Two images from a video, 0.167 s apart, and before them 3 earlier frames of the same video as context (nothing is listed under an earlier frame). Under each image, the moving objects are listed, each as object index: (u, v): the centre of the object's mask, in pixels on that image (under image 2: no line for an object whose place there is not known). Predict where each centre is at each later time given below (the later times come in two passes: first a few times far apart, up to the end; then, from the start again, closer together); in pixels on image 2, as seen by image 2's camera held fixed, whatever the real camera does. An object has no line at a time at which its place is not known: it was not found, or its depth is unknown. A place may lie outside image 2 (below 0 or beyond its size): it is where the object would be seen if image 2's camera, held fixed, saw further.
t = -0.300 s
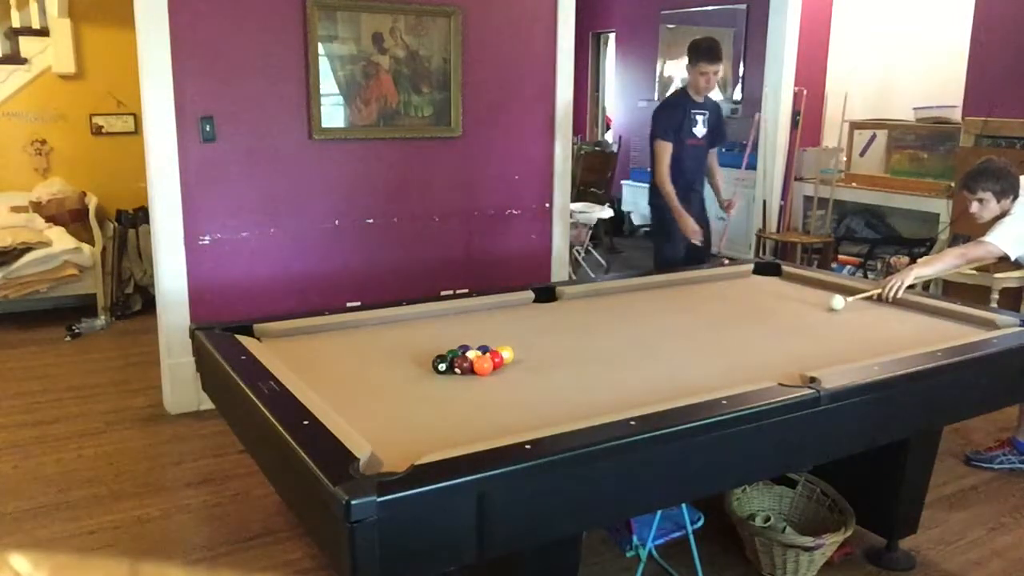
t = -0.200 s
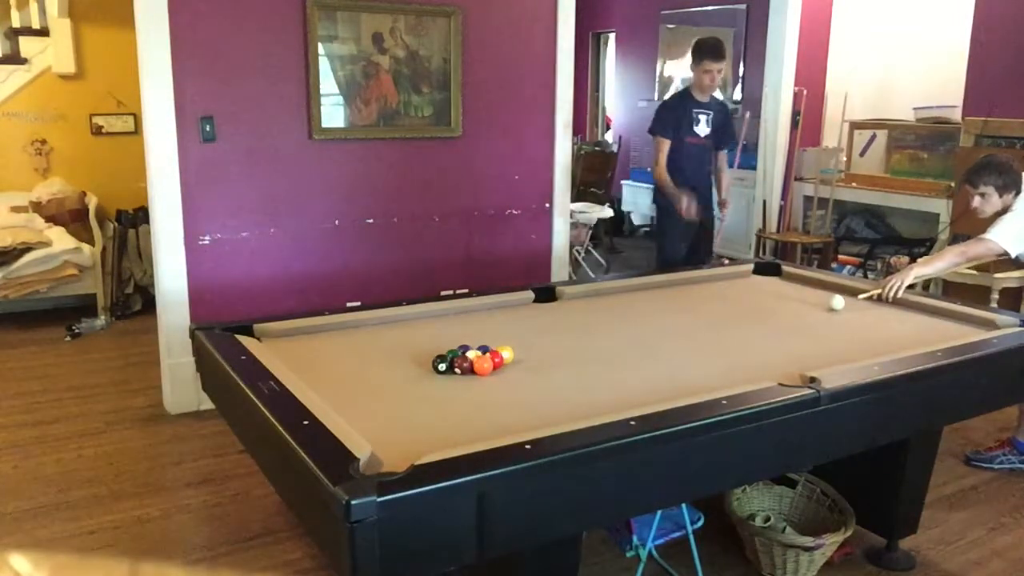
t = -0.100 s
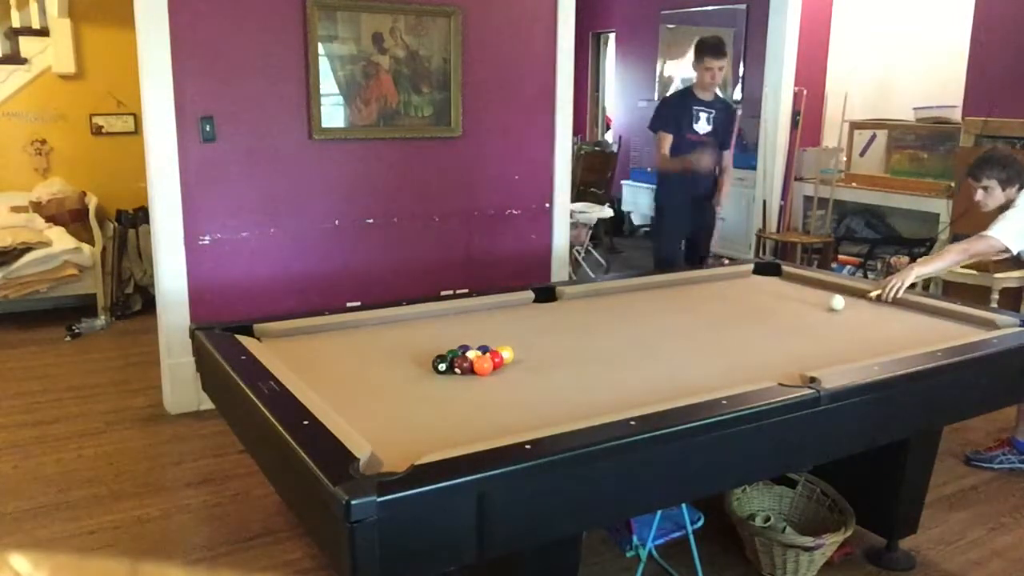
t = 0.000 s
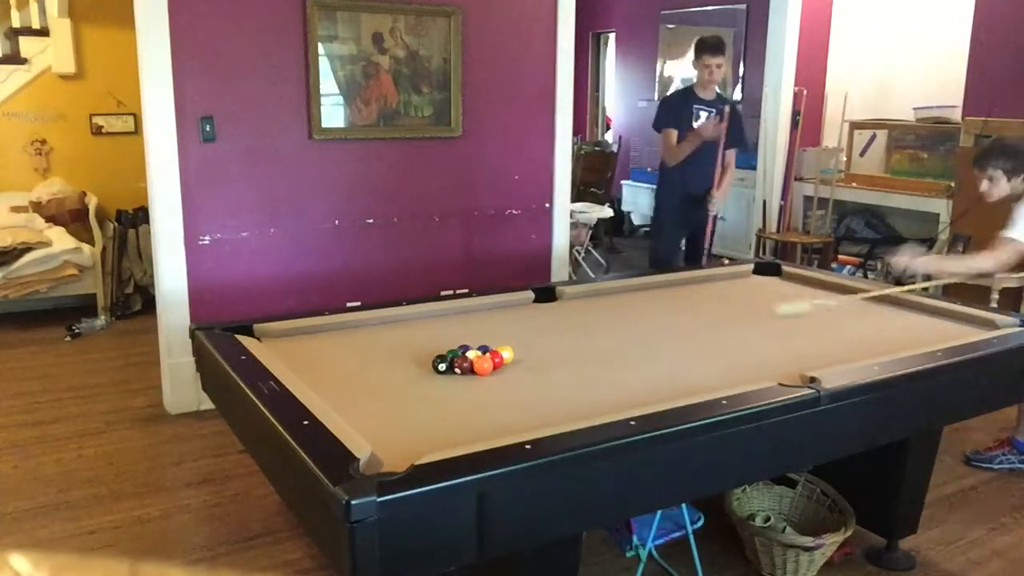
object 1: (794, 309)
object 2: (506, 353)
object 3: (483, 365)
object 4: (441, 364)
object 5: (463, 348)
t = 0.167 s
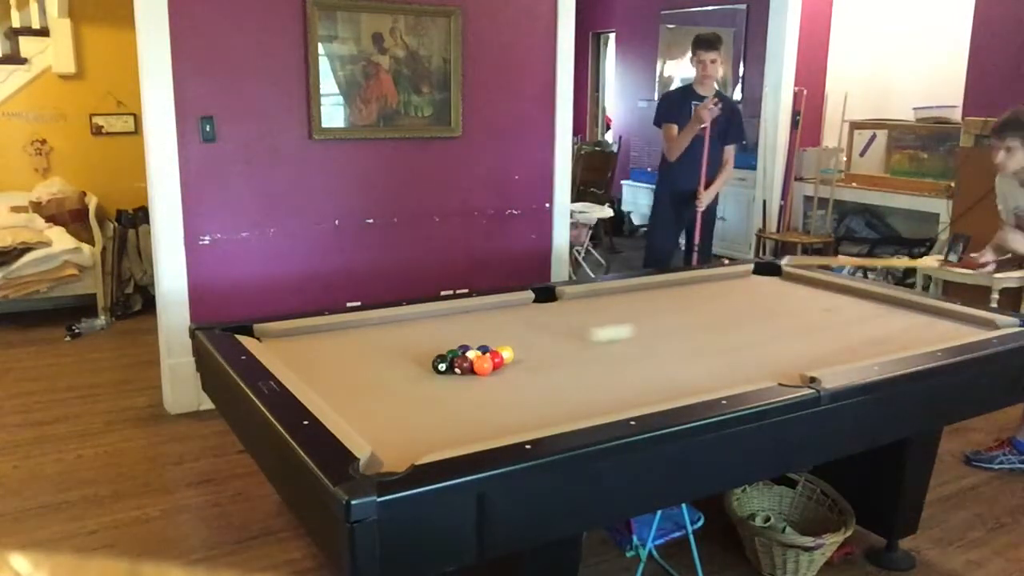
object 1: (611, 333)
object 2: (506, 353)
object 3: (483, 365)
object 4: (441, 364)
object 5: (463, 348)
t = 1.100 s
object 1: (348, 328)
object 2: (609, 359)
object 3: (509, 384)
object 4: (341, 349)
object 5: (369, 336)
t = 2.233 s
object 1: (502, 319)
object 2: (703, 363)
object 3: (531, 393)
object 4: (434, 322)
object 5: (309, 331)
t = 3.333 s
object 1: (598, 317)
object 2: (722, 362)
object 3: (531, 393)
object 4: (474, 311)
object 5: (305, 333)
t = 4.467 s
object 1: (644, 318)
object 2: (722, 362)
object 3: (531, 393)
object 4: (480, 309)
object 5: (305, 333)
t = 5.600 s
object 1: (647, 318)
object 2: (722, 362)
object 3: (530, 393)
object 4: (480, 309)
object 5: (304, 333)
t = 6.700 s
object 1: (647, 318)
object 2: (722, 362)
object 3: (530, 393)
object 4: (479, 309)
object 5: (304, 333)
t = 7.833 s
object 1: (647, 318)
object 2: (722, 362)
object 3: (530, 393)
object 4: (479, 309)
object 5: (304, 333)
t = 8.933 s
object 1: (647, 318)
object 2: (722, 362)
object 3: (530, 393)
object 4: (479, 309)
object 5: (304, 333)
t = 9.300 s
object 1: (647, 318)
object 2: (722, 362)
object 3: (530, 393)
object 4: (480, 309)
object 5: (304, 333)
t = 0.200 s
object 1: (573, 339)
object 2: (506, 353)
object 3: (483, 365)
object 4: (441, 364)
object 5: (463, 348)
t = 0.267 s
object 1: (505, 346)
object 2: (505, 353)
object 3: (483, 365)
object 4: (441, 364)
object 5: (463, 349)
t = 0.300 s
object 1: (473, 342)
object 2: (509, 354)
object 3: (483, 366)
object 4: (428, 364)
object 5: (460, 348)
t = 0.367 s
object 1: (432, 339)
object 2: (520, 355)
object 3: (486, 368)
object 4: (402, 364)
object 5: (450, 349)
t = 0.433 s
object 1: (392, 336)
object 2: (527, 355)
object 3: (489, 370)
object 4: (380, 364)
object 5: (441, 349)
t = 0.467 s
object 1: (371, 335)
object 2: (533, 356)
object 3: (490, 371)
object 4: (369, 364)
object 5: (438, 349)
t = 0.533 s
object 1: (329, 332)
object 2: (541, 356)
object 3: (492, 372)
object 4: (346, 364)
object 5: (429, 347)
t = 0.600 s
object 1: (290, 331)
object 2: (550, 357)
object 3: (494, 373)
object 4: (325, 365)
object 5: (421, 347)
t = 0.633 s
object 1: (274, 335)
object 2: (554, 357)
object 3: (495, 374)
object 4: (314, 364)
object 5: (417, 345)
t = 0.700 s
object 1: (271, 336)
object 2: (563, 357)
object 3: (497, 375)
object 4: (293, 363)
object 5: (410, 344)
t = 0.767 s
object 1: (289, 331)
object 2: (571, 357)
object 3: (500, 377)
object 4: (300, 362)
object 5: (403, 343)
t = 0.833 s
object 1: (301, 330)
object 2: (578, 358)
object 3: (502, 378)
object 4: (309, 359)
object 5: (395, 342)
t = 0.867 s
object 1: (308, 330)
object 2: (583, 358)
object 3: (503, 379)
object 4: (314, 357)
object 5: (392, 341)
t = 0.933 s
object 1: (320, 329)
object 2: (591, 358)
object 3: (504, 380)
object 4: (322, 355)
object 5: (385, 340)
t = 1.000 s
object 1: (331, 329)
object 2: (598, 358)
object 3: (505, 381)
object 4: (330, 352)
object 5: (378, 338)
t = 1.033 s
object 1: (337, 329)
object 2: (602, 358)
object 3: (506, 381)
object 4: (334, 351)
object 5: (375, 338)
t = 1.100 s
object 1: (348, 328)
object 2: (609, 359)
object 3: (509, 384)
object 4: (341, 349)
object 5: (369, 336)
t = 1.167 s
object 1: (358, 325)
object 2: (616, 359)
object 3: (511, 385)
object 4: (348, 347)
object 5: (363, 336)
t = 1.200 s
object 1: (367, 325)
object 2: (620, 359)
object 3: (512, 386)
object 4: (351, 346)
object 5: (360, 335)
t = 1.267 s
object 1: (376, 326)
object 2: (627, 359)
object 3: (515, 387)
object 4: (359, 343)
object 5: (353, 332)
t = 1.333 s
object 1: (386, 325)
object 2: (634, 360)
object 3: (517, 388)
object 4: (365, 341)
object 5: (348, 333)
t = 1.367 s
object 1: (392, 324)
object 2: (637, 360)
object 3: (518, 390)
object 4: (369, 340)
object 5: (346, 332)
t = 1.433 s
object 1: (402, 324)
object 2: (644, 360)
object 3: (521, 390)
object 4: (375, 338)
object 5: (341, 332)
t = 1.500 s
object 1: (411, 324)
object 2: (650, 361)
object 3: (521, 390)
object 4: (381, 337)
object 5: (336, 331)
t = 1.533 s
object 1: (416, 324)
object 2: (653, 361)
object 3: (522, 391)
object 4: (384, 336)
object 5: (333, 331)
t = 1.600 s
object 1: (425, 323)
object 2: (659, 361)
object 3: (524, 392)
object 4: (390, 334)
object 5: (328, 330)
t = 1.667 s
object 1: (434, 322)
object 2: (665, 361)
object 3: (526, 392)
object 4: (395, 332)
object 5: (323, 329)
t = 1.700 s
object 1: (438, 322)
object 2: (667, 361)
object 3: (526, 392)
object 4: (397, 332)
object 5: (321, 329)
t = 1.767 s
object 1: (447, 321)
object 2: (672, 361)
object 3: (527, 392)
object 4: (403, 330)
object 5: (316, 328)
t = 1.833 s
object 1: (455, 321)
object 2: (677, 361)
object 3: (529, 393)
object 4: (408, 329)
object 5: (314, 328)
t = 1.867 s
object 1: (459, 321)
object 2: (680, 361)
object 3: (529, 393)
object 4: (410, 328)
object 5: (313, 329)
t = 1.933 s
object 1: (467, 320)
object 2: (686, 362)
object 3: (530, 393)
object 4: (415, 327)
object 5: (312, 329)
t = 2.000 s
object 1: (475, 320)
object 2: (690, 362)
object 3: (530, 393)
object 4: (419, 326)
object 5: (312, 330)
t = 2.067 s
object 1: (483, 319)
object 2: (693, 362)
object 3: (531, 393)
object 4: (424, 325)
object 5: (311, 330)
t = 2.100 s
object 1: (487, 319)
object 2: (695, 362)
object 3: (531, 393)
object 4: (426, 324)
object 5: (311, 330)
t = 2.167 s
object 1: (494, 319)
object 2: (699, 362)
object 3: (531, 393)
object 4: (430, 323)
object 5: (310, 331)
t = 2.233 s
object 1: (502, 319)
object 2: (703, 363)
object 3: (531, 393)
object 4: (434, 322)
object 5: (309, 331)
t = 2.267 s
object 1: (505, 319)
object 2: (705, 362)
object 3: (531, 393)
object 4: (436, 322)
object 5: (309, 332)
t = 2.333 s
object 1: (512, 318)
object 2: (707, 362)
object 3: (530, 393)
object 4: (439, 321)
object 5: (309, 331)
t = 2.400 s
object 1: (519, 318)
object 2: (711, 362)
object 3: (530, 393)
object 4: (443, 319)
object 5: (308, 332)
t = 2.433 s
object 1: (523, 318)
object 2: (712, 362)
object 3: (530, 393)
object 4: (444, 319)
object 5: (308, 332)
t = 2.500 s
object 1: (529, 318)
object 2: (714, 362)
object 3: (530, 393)
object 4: (447, 318)
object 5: (307, 332)
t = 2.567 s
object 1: (536, 318)
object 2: (716, 362)
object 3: (531, 393)
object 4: (450, 317)
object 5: (307, 332)
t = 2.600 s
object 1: (539, 318)
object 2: (717, 362)
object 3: (530, 393)
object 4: (451, 317)
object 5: (307, 332)
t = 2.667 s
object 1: (545, 318)
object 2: (719, 362)
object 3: (531, 393)
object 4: (454, 316)
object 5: (306, 333)
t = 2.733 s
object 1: (552, 317)
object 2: (720, 362)
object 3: (531, 393)
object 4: (457, 316)
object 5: (306, 333)
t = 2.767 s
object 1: (555, 318)
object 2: (720, 362)
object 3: (531, 393)
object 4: (458, 315)
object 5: (306, 333)
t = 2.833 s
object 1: (560, 318)
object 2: (721, 362)
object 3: (531, 393)
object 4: (460, 315)
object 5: (305, 333)
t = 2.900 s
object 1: (566, 317)
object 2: (722, 362)
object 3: (531, 393)
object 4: (463, 314)
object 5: (305, 333)
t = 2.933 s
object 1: (569, 318)
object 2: (722, 362)
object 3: (531, 393)
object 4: (464, 314)
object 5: (305, 333)
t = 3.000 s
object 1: (574, 317)
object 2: (722, 362)
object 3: (531, 393)
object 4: (466, 313)
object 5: (304, 333)
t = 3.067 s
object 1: (580, 317)
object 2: (722, 362)
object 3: (531, 393)
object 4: (468, 313)
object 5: (305, 333)
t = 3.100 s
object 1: (582, 317)
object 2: (722, 362)
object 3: (531, 393)
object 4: (469, 313)
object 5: (305, 333)
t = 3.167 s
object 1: (587, 317)
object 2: (722, 362)
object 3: (531, 393)
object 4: (471, 312)
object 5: (305, 333)
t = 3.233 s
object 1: (592, 317)
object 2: (722, 362)
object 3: (531, 393)
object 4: (472, 312)
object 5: (305, 333)
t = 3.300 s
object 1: (596, 317)
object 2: (722, 362)
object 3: (531, 393)
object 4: (473, 312)
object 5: (305, 333)
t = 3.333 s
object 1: (598, 317)
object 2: (722, 362)
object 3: (531, 393)
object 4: (474, 311)
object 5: (305, 333)
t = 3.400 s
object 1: (603, 317)
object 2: (722, 362)
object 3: (530, 393)
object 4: (475, 311)
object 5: (305, 333)
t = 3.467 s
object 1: (607, 317)
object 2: (722, 362)
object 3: (530, 393)
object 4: (476, 310)
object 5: (305, 333)
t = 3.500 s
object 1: (609, 317)
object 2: (722, 362)
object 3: (530, 393)
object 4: (477, 310)
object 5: (305, 333)
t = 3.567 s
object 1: (613, 317)
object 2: (722, 362)
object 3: (530, 393)
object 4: (478, 310)
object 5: (305, 333)
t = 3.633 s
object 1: (616, 317)
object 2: (722, 362)
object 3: (530, 393)
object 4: (479, 310)
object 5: (305, 333)
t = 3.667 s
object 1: (618, 317)
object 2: (722, 362)
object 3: (530, 393)
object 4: (480, 309)
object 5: (305, 333)
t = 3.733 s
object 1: (621, 317)
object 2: (722, 362)
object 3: (530, 393)
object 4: (480, 309)
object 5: (305, 333)
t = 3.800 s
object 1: (624, 317)
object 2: (722, 362)
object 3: (530, 393)
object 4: (481, 309)
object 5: (305, 333)
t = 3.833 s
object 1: (626, 317)
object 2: (722, 362)
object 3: (530, 393)
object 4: (481, 309)
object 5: (305, 333)
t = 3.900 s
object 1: (628, 317)
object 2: (722, 362)
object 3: (531, 393)
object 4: (481, 309)
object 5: (305, 333)
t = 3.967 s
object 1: (631, 318)
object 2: (722, 362)
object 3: (531, 393)
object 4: (481, 309)
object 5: (305, 333)
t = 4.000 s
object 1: (632, 318)
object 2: (722, 362)
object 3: (531, 393)
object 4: (481, 309)
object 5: (305, 333)
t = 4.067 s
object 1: (634, 318)
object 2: (722, 362)
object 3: (531, 393)
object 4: (481, 309)
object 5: (305, 333)
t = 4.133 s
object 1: (637, 318)
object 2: (722, 362)
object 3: (531, 393)
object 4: (480, 309)
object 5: (305, 333)
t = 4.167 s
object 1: (638, 318)
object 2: (722, 362)
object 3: (531, 393)
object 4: (480, 309)
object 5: (305, 333)
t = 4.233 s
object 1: (639, 318)
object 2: (722, 362)
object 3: (531, 393)
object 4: (480, 309)
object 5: (305, 333)
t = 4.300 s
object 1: (641, 318)
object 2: (722, 362)
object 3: (531, 393)
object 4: (480, 309)
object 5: (304, 333)
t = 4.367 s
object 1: (642, 318)
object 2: (722, 362)
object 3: (531, 393)
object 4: (480, 309)
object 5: (305, 333)
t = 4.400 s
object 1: (643, 318)
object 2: (722, 362)
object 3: (531, 393)
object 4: (480, 309)
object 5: (305, 333)
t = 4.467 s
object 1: (644, 318)
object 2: (722, 362)
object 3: (531, 393)
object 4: (480, 309)
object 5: (305, 333)
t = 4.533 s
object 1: (645, 318)
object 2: (722, 362)
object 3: (531, 393)
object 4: (480, 309)
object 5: (305, 333)
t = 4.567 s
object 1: (645, 318)
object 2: (722, 362)
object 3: (531, 393)
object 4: (480, 309)
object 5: (305, 333)
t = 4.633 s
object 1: (646, 318)
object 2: (722, 362)
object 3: (531, 393)
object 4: (480, 309)
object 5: (305, 333)
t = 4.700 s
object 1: (647, 318)
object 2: (722, 362)
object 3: (531, 393)
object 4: (480, 309)
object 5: (305, 333)
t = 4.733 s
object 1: (647, 318)
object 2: (722, 362)
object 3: (531, 393)
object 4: (480, 309)
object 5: (305, 333)
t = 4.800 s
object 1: (647, 318)
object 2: (722, 362)
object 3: (531, 393)
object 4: (480, 309)
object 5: (304, 333)
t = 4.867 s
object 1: (647, 318)
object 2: (722, 362)
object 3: (531, 393)
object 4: (480, 309)
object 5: (304, 333)
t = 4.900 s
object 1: (647, 318)
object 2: (722, 362)
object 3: (531, 393)
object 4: (480, 309)
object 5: (304, 333)
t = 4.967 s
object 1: (647, 318)
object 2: (722, 362)
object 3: (531, 393)
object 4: (480, 309)
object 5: (304, 333)
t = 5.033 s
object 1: (647, 318)
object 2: (722, 362)
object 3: (531, 393)
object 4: (480, 309)
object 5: (304, 333)
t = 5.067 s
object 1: (647, 318)
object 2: (722, 362)
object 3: (531, 393)
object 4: (480, 309)
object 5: (304, 333)
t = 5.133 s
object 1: (647, 318)
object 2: (722, 362)
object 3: (530, 393)
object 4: (480, 309)
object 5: (304, 333)
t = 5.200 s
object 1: (647, 318)
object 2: (722, 362)
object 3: (530, 393)
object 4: (480, 309)
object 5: (304, 333)
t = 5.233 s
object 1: (647, 318)
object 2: (722, 362)
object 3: (530, 393)
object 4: (480, 309)
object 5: (304, 333)
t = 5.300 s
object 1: (647, 318)
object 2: (722, 362)
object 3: (530, 393)
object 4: (480, 309)
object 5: (304, 333)
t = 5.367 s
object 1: (647, 318)
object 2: (722, 362)
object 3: (530, 393)
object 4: (480, 309)
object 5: (304, 333)
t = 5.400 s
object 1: (647, 318)
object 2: (722, 362)
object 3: (530, 393)
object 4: (480, 309)
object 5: (304, 333)
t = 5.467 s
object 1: (647, 318)
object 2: (722, 362)
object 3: (530, 393)
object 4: (480, 309)
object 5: (304, 333)
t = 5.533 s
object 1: (647, 318)
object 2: (722, 362)
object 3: (530, 393)
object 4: (480, 309)
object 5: (304, 333)
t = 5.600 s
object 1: (647, 318)
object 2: (722, 362)
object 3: (530, 393)
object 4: (480, 309)
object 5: (304, 333)
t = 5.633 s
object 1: (647, 318)
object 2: (722, 362)
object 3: (530, 393)
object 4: (480, 309)
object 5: (304, 333)
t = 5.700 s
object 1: (647, 318)
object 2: (722, 362)
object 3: (530, 393)
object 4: (480, 309)
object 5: (304, 333)
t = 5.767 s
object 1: (647, 318)
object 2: (722, 362)
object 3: (530, 393)
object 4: (480, 309)
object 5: (304, 333)
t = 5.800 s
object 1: (647, 318)
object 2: (722, 362)
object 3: (530, 393)
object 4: (480, 309)
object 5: (304, 333)
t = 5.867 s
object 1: (647, 318)
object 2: (722, 362)
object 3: (530, 393)
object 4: (480, 309)
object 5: (304, 333)
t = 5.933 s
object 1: (647, 318)
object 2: (722, 362)
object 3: (530, 393)
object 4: (480, 309)
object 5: (304, 333)
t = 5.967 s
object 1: (647, 318)
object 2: (722, 362)
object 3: (530, 393)
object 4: (480, 309)
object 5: (304, 333)
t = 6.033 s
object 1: (647, 318)
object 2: (722, 362)
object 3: (531, 393)
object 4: (480, 309)
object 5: (305, 333)
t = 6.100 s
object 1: (647, 318)
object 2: (722, 362)
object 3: (531, 393)
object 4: (479, 309)
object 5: (305, 333)
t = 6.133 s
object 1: (647, 318)
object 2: (722, 362)
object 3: (531, 393)
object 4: (479, 309)
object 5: (305, 333)
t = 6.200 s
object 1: (647, 318)
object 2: (722, 362)
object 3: (531, 393)
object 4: (479, 309)
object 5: (304, 333)
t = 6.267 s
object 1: (647, 318)
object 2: (722, 362)
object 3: (531, 393)
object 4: (479, 309)
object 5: (304, 333)
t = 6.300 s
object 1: (647, 318)
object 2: (722, 362)
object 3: (531, 393)
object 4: (479, 309)
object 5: (304, 333)
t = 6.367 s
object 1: (647, 318)
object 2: (722, 362)
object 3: (530, 393)
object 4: (479, 309)
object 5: (304, 333)
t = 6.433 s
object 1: (647, 318)
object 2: (722, 362)
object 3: (530, 393)
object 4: (479, 309)
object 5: (304, 333)
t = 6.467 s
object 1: (647, 318)
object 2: (722, 362)
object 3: (530, 393)
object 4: (479, 309)
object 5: (304, 333)
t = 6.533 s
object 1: (647, 318)
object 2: (722, 362)
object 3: (530, 393)
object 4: (479, 309)
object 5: (304, 333)
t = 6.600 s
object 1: (647, 318)
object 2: (722, 362)
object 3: (530, 393)
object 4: (479, 309)
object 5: (304, 333)
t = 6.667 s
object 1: (647, 318)
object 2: (722, 362)
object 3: (530, 393)
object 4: (479, 309)
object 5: (304, 333)
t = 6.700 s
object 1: (647, 318)
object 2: (722, 362)
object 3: (530, 393)
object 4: (479, 309)
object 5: (304, 333)
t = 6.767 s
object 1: (647, 318)
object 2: (722, 362)
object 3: (530, 393)
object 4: (479, 309)
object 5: (304, 333)
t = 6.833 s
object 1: (647, 318)
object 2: (722, 362)
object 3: (530, 393)
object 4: (479, 309)
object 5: (304, 333)
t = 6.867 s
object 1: (647, 318)
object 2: (722, 362)
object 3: (530, 393)
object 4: (479, 309)
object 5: (304, 333)
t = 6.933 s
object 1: (647, 318)
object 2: (722, 362)
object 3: (530, 393)
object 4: (479, 309)
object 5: (304, 333)
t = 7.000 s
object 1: (647, 318)
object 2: (722, 362)
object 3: (530, 393)
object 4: (479, 309)
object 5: (304, 333)
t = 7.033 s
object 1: (647, 318)
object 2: (722, 362)
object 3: (530, 393)
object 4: (479, 309)
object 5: (304, 333)
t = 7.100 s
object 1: (647, 318)
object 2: (722, 362)
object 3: (530, 393)
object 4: (479, 309)
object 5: (304, 333)
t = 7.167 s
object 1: (647, 318)
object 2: (722, 362)
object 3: (530, 393)
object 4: (479, 309)
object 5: (304, 333)
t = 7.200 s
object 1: (647, 318)
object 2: (722, 362)
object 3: (530, 393)
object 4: (479, 309)
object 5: (304, 333)
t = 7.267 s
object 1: (647, 318)
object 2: (722, 362)
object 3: (530, 393)
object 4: (479, 309)
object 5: (304, 333)
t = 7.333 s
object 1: (647, 318)
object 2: (722, 362)
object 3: (530, 393)
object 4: (479, 309)
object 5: (304, 333)
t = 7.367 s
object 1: (647, 318)
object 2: (722, 362)
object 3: (531, 393)
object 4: (479, 309)
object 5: (304, 333)
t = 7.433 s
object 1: (647, 318)
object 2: (722, 362)
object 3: (531, 393)
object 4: (479, 309)
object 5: (304, 333)
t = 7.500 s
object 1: (647, 318)
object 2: (722, 362)
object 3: (531, 393)
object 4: (479, 309)
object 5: (304, 333)
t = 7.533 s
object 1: (647, 318)
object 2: (722, 362)
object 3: (531, 393)
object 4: (479, 309)
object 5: (304, 333)
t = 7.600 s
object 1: (647, 318)
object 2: (722, 362)
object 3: (530, 393)
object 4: (479, 309)
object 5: (304, 333)
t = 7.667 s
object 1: (647, 318)
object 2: (722, 362)
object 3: (530, 393)
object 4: (479, 309)
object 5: (304, 333)
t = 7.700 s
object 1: (647, 318)
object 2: (722, 362)
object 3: (530, 393)
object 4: (479, 309)
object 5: (304, 333)
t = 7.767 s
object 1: (647, 318)
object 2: (722, 362)
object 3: (530, 393)
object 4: (479, 309)
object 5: (304, 333)
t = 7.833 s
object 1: (647, 318)
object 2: (722, 362)
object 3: (530, 393)
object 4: (479, 309)
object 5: (304, 333)
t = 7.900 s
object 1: (647, 318)
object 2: (722, 362)
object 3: (530, 393)
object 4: (479, 309)
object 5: (304, 333)
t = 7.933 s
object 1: (647, 318)
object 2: (722, 362)
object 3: (530, 393)
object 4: (479, 309)
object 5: (304, 333)
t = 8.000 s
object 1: (647, 318)
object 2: (722, 362)
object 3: (530, 393)
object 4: (479, 309)
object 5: (304, 333)
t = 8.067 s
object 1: (647, 318)
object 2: (722, 362)
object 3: (530, 393)
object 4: (479, 309)
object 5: (304, 333)
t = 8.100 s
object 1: (647, 318)
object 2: (722, 362)
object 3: (530, 393)
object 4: (479, 309)
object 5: (304, 333)
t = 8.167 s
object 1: (647, 318)
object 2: (722, 362)
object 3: (530, 393)
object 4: (479, 309)
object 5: (304, 333)
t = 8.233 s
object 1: (647, 318)
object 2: (722, 362)
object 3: (530, 393)
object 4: (479, 309)
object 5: (304, 333)
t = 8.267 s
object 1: (647, 318)
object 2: (722, 362)
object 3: (530, 393)
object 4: (479, 309)
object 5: (304, 333)
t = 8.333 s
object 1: (647, 318)
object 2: (722, 362)
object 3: (530, 393)
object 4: (479, 309)
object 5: (304, 333)
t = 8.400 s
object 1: (647, 318)
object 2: (722, 362)
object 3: (530, 393)
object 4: (479, 309)
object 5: (304, 333)
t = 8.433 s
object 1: (647, 318)
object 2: (722, 362)
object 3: (530, 393)
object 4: (479, 309)
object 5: (304, 333)
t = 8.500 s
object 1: (647, 318)
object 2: (722, 362)
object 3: (530, 393)
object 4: (479, 309)
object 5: (304, 333)
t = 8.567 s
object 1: (647, 318)
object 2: (722, 362)
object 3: (530, 393)
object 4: (479, 309)
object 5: (304, 333)
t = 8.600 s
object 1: (647, 318)
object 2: (722, 362)
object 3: (530, 393)
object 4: (479, 309)
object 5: (304, 333)
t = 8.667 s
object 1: (647, 318)
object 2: (722, 362)
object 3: (530, 393)
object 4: (479, 309)
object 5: (304, 333)
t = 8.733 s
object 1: (647, 318)
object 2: (722, 362)
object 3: (530, 393)
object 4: (479, 309)
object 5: (304, 333)
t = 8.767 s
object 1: (647, 318)
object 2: (722, 362)
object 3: (530, 393)
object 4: (479, 309)
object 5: (304, 333)
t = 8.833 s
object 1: (647, 318)
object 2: (722, 362)
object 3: (530, 393)
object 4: (479, 309)
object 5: (304, 333)
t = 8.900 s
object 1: (647, 318)
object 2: (722, 362)
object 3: (530, 393)
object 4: (479, 309)
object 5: (304, 333)
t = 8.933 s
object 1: (647, 318)
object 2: (722, 362)
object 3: (530, 393)
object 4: (479, 309)
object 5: (304, 333)
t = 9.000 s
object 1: (647, 318)
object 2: (722, 362)
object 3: (530, 393)
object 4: (479, 309)
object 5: (304, 333)
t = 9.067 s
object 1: (647, 318)
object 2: (722, 362)
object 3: (530, 393)
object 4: (479, 309)
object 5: (304, 333)
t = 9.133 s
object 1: (647, 318)
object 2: (722, 362)
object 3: (530, 393)
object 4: (479, 309)
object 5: (304, 333)
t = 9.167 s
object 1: (647, 318)
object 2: (722, 362)
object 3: (530, 393)
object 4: (479, 309)
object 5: (304, 333)
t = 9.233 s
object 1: (647, 318)
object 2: (722, 362)
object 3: (530, 393)
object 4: (480, 309)
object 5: (304, 333)
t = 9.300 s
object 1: (647, 318)
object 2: (722, 362)
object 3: (530, 393)
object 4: (480, 309)
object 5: (304, 333)
